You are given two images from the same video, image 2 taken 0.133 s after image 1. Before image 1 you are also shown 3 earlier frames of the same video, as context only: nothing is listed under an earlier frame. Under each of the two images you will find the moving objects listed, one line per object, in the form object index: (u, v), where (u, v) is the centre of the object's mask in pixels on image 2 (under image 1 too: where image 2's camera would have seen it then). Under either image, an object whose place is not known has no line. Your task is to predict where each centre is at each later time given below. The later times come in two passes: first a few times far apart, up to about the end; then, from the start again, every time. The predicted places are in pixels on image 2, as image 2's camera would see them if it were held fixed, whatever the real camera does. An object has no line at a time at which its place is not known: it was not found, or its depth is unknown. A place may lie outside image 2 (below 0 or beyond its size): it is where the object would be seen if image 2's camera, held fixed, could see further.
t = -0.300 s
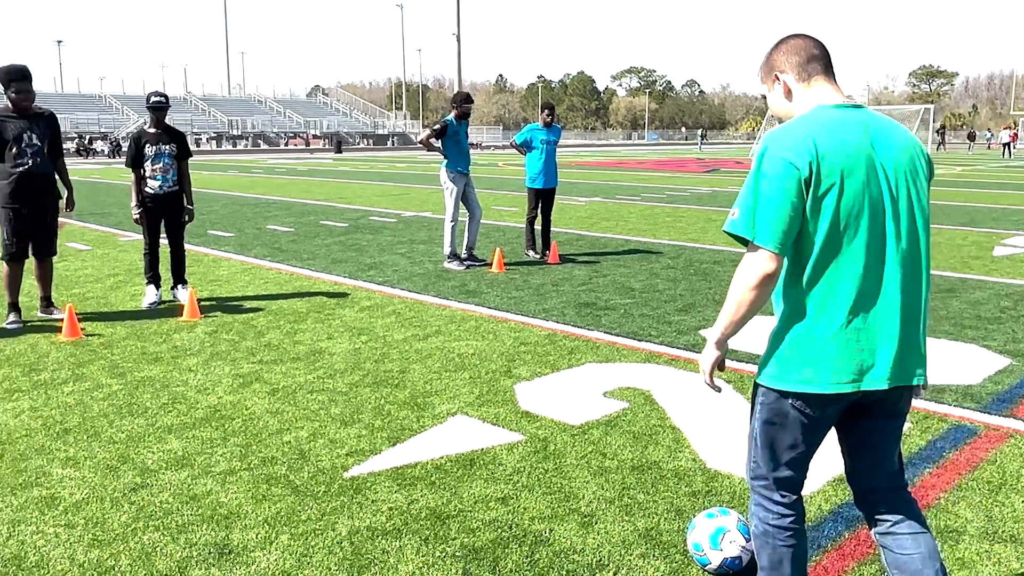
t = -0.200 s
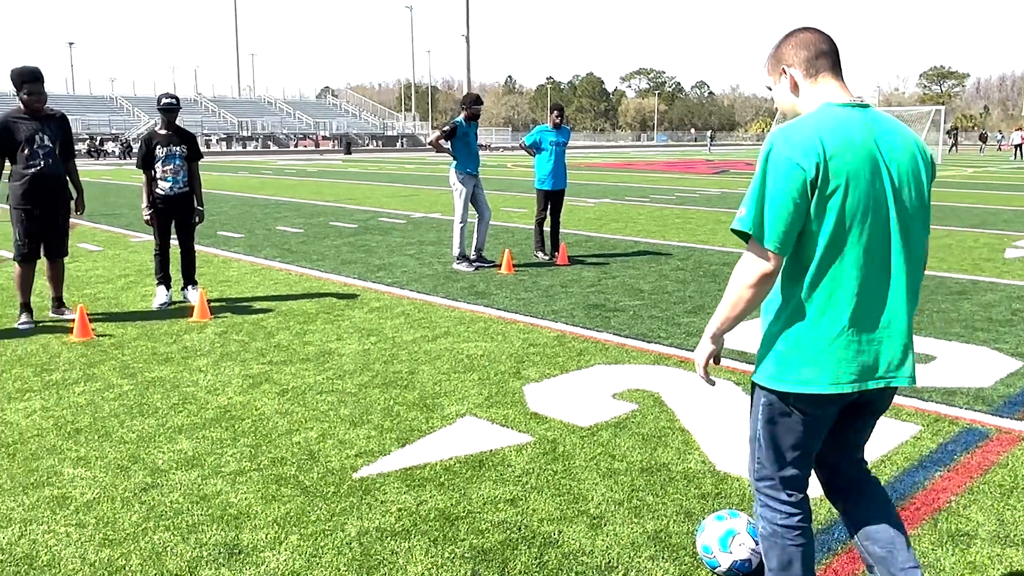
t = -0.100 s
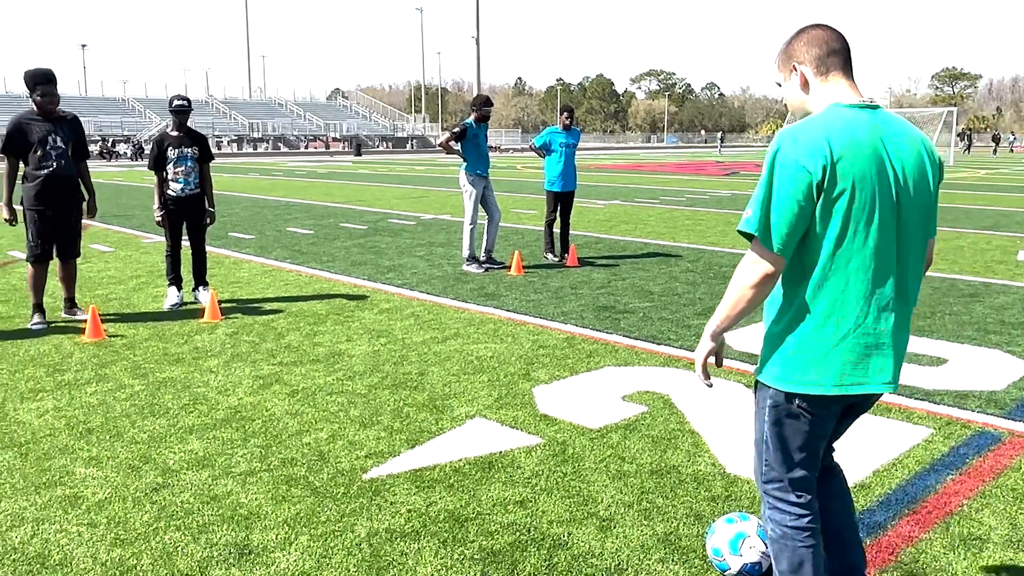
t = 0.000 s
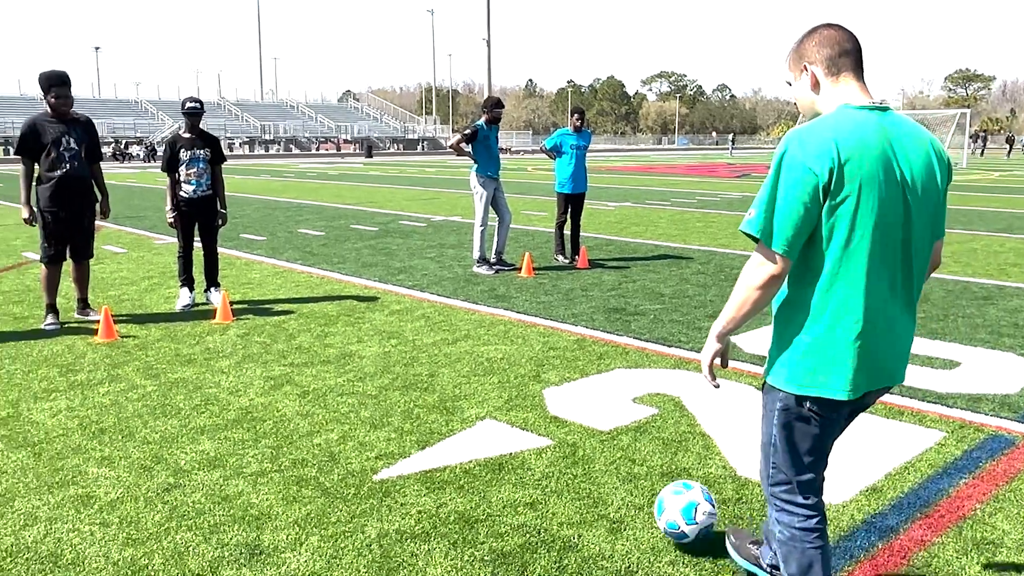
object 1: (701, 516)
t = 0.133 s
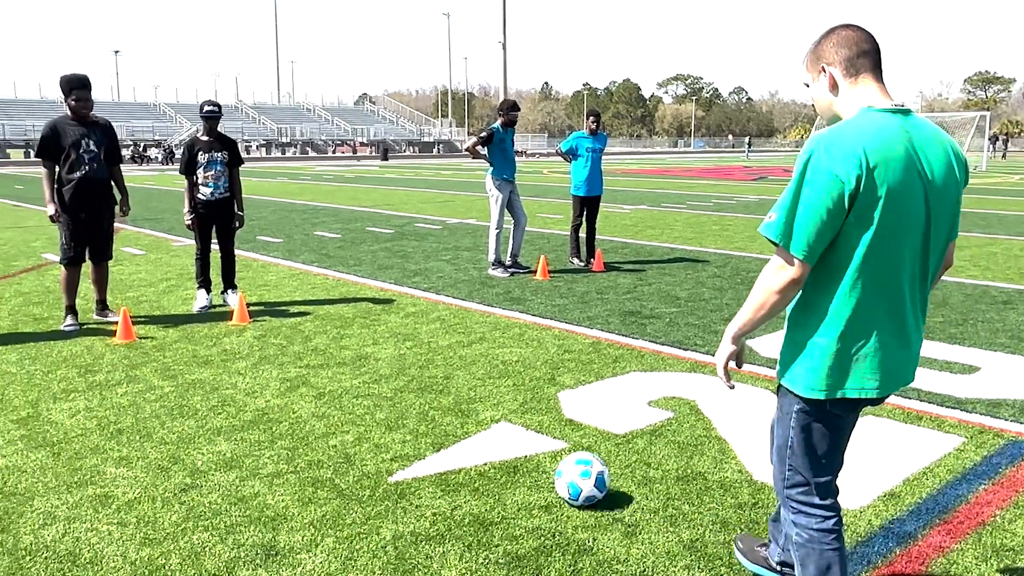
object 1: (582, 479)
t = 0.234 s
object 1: (524, 454)
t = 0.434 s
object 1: (444, 426)
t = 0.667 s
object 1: (373, 400)
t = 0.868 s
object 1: (323, 384)
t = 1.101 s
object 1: (277, 367)
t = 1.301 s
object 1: (245, 355)
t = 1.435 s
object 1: (226, 348)
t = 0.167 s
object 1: (561, 470)
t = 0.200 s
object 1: (542, 459)
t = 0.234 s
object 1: (524, 454)
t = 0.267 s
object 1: (506, 448)
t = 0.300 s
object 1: (492, 442)
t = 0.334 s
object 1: (479, 434)
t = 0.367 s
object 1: (467, 430)
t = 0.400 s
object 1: (455, 428)
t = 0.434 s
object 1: (444, 426)
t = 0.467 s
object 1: (433, 421)
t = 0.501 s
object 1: (422, 417)
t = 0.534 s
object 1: (412, 414)
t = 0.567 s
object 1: (401, 410)
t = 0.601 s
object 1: (392, 406)
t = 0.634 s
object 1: (382, 404)
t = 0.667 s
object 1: (373, 400)
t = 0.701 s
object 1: (364, 398)
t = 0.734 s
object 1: (356, 395)
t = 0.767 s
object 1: (347, 392)
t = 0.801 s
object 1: (339, 389)
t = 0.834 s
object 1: (331, 386)
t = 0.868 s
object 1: (323, 384)
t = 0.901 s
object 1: (316, 381)
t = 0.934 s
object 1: (309, 379)
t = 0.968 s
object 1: (303, 376)
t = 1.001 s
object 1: (295, 374)
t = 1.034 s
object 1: (289, 373)
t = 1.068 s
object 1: (283, 369)
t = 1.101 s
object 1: (277, 367)
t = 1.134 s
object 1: (271, 365)
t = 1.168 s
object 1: (265, 363)
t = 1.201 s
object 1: (259, 361)
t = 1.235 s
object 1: (255, 359)
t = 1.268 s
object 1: (249, 357)
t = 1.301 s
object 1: (245, 355)
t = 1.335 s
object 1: (240, 353)
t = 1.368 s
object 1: (235, 352)
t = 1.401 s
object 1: (231, 350)
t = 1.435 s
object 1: (226, 348)
